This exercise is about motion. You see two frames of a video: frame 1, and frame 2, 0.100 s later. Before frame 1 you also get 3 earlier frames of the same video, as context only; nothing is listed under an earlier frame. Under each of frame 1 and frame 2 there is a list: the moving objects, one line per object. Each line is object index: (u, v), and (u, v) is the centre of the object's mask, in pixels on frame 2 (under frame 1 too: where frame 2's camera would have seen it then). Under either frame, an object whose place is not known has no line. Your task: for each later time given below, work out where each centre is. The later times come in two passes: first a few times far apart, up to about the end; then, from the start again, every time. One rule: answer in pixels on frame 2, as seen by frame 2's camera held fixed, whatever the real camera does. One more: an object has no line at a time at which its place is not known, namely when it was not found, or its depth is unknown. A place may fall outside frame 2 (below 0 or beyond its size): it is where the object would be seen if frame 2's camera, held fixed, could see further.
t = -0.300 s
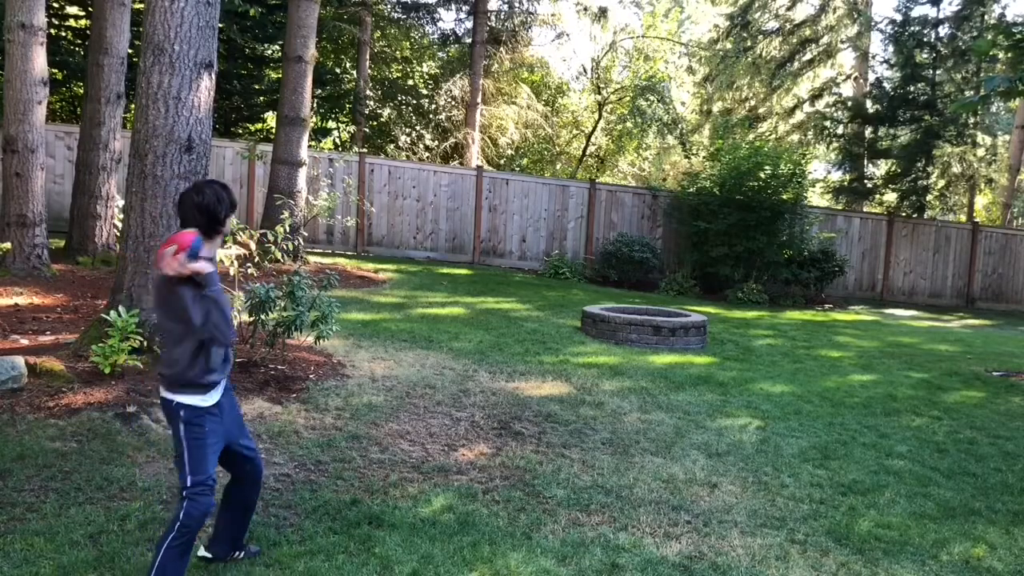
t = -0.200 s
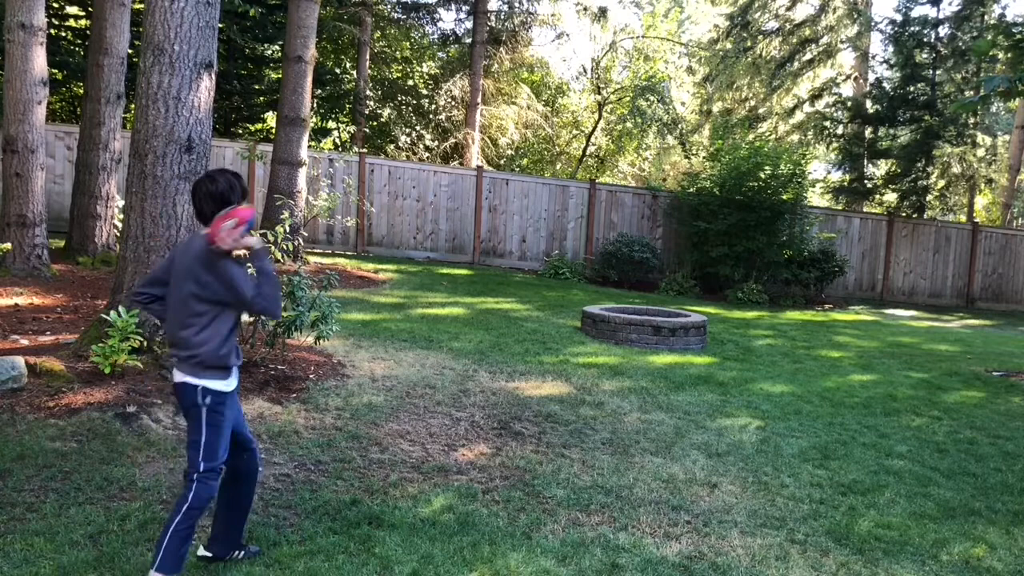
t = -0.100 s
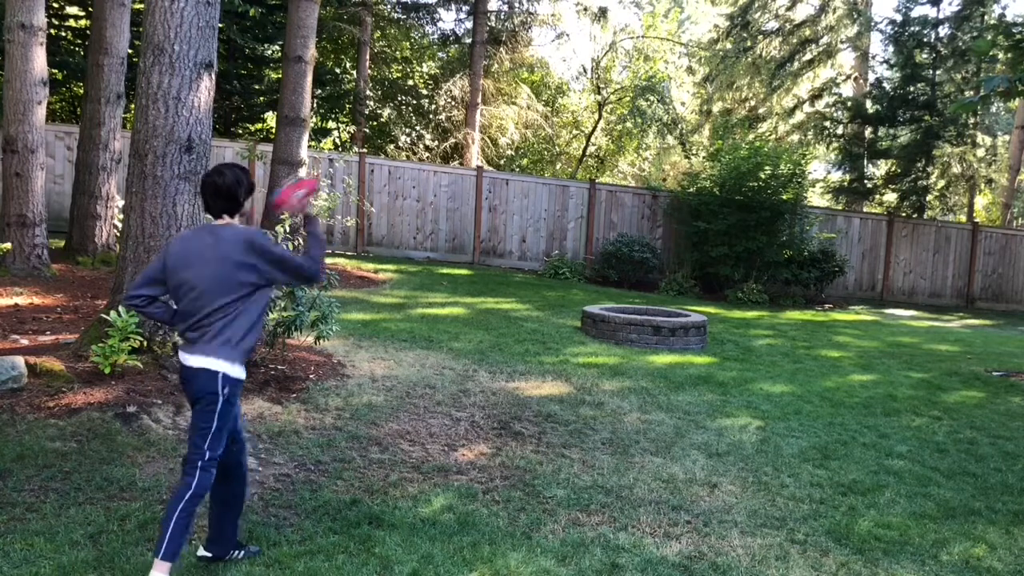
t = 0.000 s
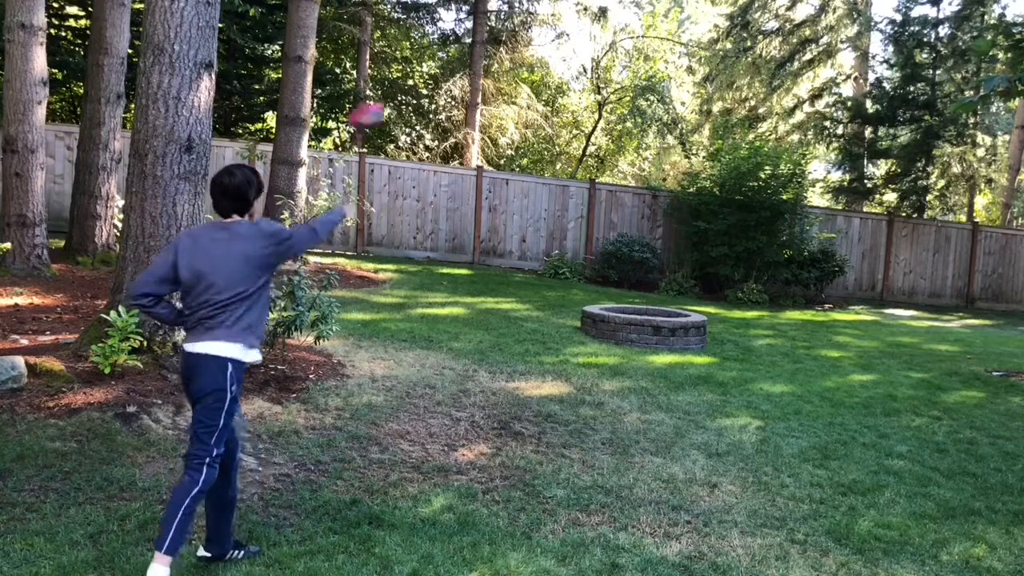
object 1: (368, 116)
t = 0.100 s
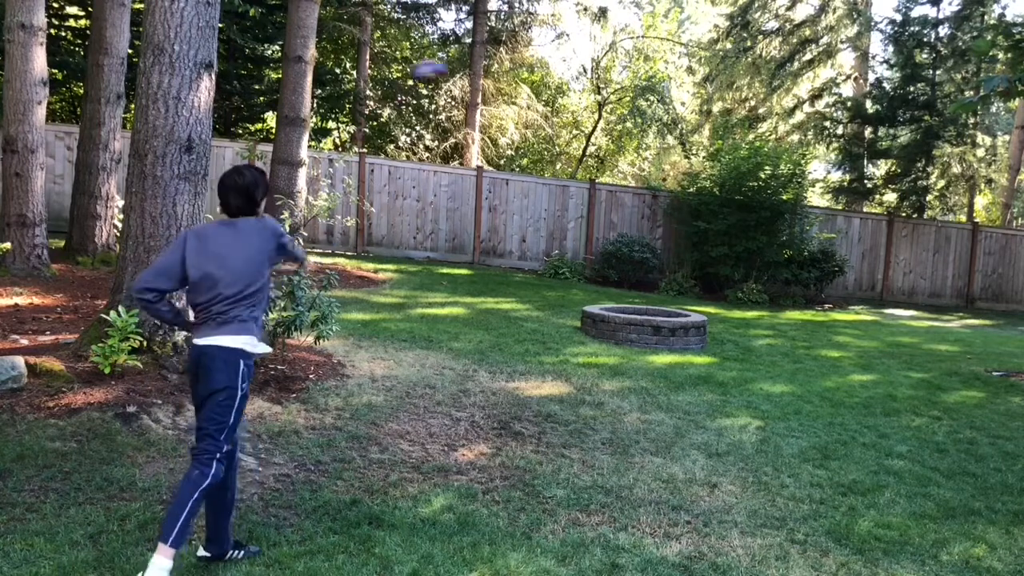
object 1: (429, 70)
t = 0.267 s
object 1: (499, 46)
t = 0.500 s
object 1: (568, 77)
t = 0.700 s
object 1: (612, 136)
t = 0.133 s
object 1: (445, 63)
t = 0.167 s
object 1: (460, 55)
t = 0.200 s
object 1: (473, 51)
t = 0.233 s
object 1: (485, 47)
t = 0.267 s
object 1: (499, 46)
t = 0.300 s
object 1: (511, 47)
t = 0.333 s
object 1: (522, 50)
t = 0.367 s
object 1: (532, 54)
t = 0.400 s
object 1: (542, 59)
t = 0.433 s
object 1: (550, 64)
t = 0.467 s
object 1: (560, 71)
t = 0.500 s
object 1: (568, 77)
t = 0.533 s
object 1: (578, 85)
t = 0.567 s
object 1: (584, 95)
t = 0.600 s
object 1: (593, 106)
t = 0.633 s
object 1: (599, 114)
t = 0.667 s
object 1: (606, 127)
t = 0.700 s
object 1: (612, 136)
